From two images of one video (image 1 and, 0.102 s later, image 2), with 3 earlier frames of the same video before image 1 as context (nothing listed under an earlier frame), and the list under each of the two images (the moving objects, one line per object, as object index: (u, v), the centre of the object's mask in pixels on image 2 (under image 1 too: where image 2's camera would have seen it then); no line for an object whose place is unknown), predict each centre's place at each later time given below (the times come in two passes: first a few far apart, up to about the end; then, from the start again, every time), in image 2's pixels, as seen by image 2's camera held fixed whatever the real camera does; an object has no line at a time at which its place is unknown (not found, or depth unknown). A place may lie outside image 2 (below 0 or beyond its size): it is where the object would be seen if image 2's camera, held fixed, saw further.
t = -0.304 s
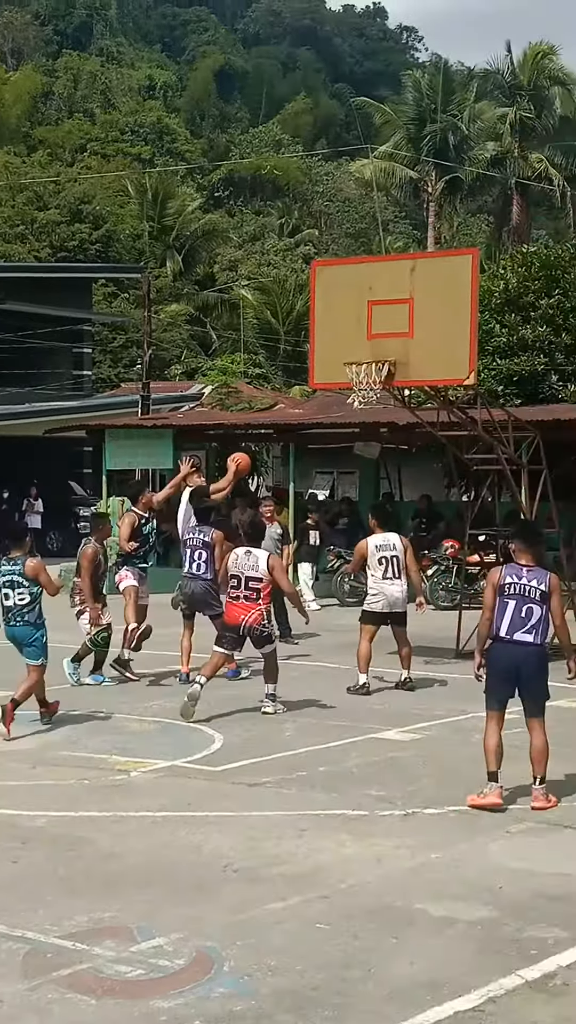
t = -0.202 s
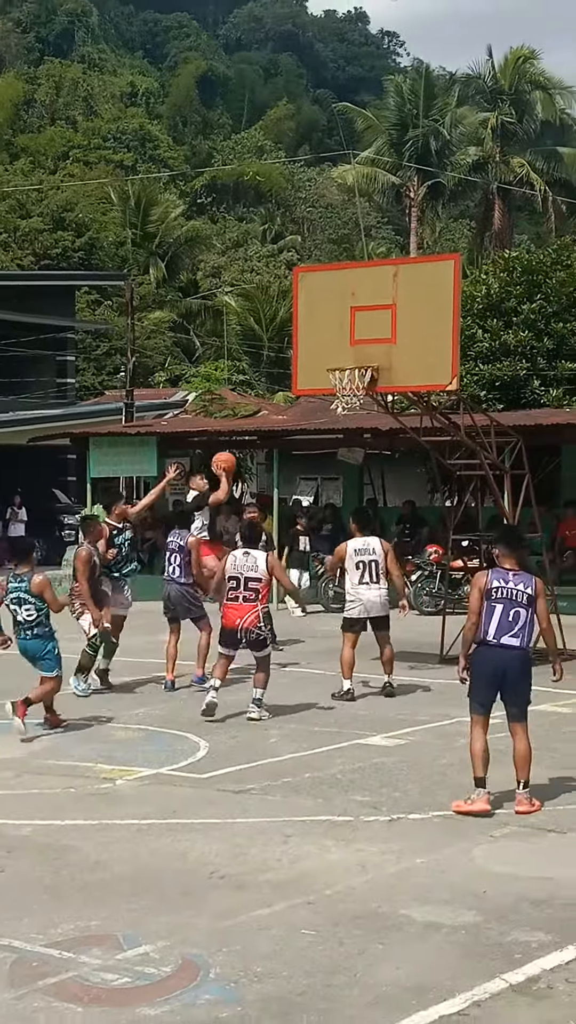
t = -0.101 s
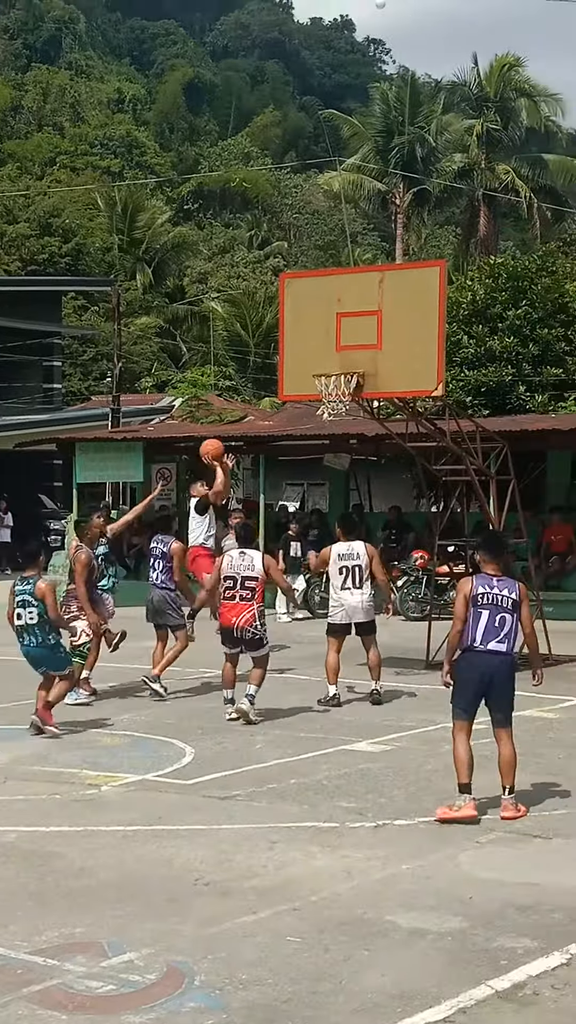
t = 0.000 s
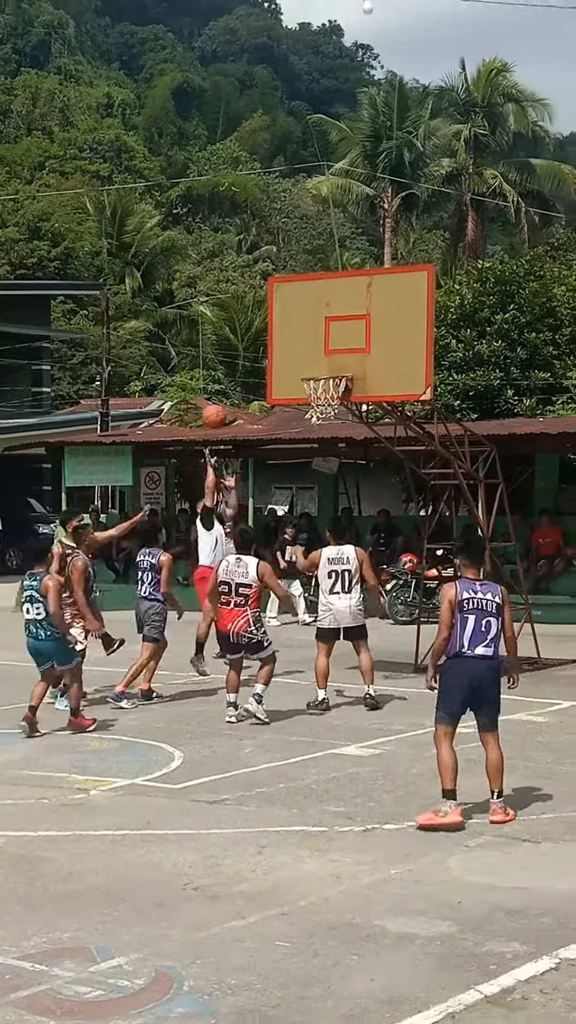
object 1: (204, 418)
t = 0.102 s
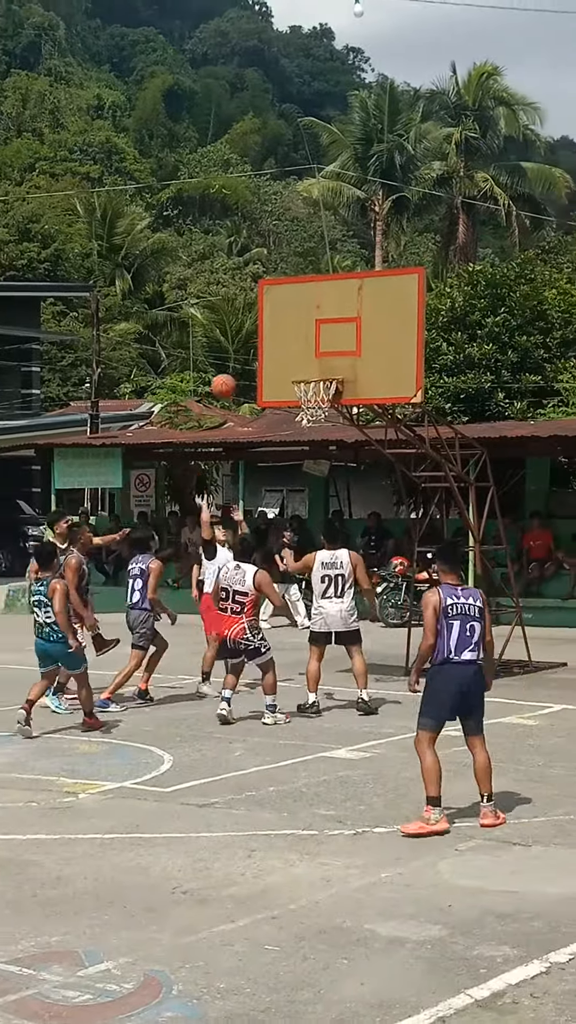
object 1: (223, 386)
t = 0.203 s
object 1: (242, 364)
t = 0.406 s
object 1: (279, 349)
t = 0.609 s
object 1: (317, 375)
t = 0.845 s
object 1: (325, 401)
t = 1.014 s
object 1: (307, 429)
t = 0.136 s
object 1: (229, 378)
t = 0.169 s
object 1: (236, 370)
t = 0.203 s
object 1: (242, 364)
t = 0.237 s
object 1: (248, 358)
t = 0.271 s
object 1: (254, 353)
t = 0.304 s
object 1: (260, 351)
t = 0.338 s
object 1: (267, 349)
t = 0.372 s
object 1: (274, 349)
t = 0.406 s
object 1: (279, 349)
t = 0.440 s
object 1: (286, 350)
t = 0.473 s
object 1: (292, 353)
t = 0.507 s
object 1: (298, 357)
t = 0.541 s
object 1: (305, 362)
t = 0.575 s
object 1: (311, 368)
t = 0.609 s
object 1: (317, 375)
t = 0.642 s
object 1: (322, 385)
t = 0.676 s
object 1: (330, 393)
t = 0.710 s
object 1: (333, 399)
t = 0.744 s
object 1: (333, 400)
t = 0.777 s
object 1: (332, 401)
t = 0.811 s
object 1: (329, 401)
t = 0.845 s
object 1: (325, 401)
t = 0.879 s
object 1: (322, 401)
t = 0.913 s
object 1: (320, 419)
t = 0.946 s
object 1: (314, 422)
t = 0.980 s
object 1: (311, 426)
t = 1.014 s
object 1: (307, 429)
